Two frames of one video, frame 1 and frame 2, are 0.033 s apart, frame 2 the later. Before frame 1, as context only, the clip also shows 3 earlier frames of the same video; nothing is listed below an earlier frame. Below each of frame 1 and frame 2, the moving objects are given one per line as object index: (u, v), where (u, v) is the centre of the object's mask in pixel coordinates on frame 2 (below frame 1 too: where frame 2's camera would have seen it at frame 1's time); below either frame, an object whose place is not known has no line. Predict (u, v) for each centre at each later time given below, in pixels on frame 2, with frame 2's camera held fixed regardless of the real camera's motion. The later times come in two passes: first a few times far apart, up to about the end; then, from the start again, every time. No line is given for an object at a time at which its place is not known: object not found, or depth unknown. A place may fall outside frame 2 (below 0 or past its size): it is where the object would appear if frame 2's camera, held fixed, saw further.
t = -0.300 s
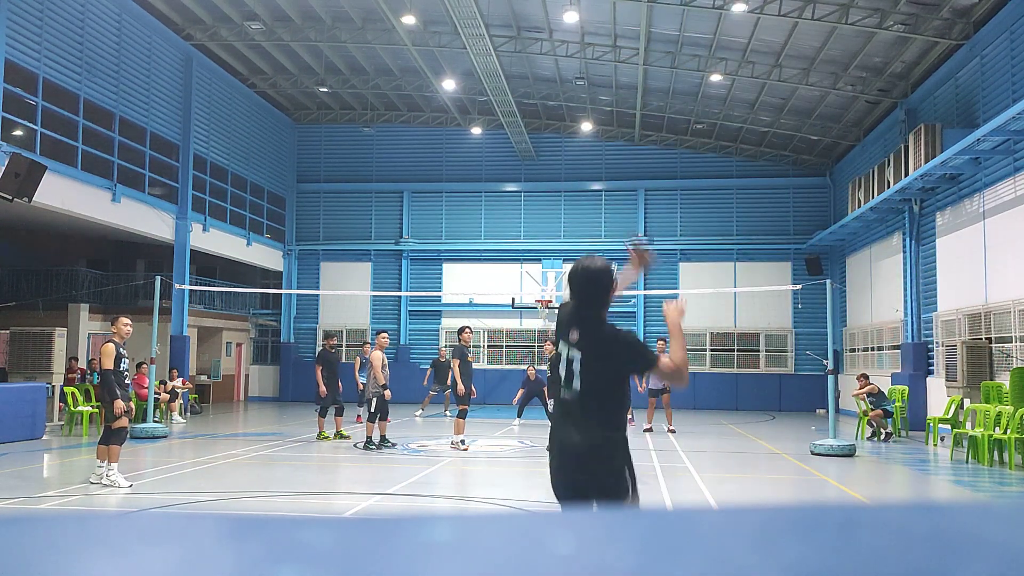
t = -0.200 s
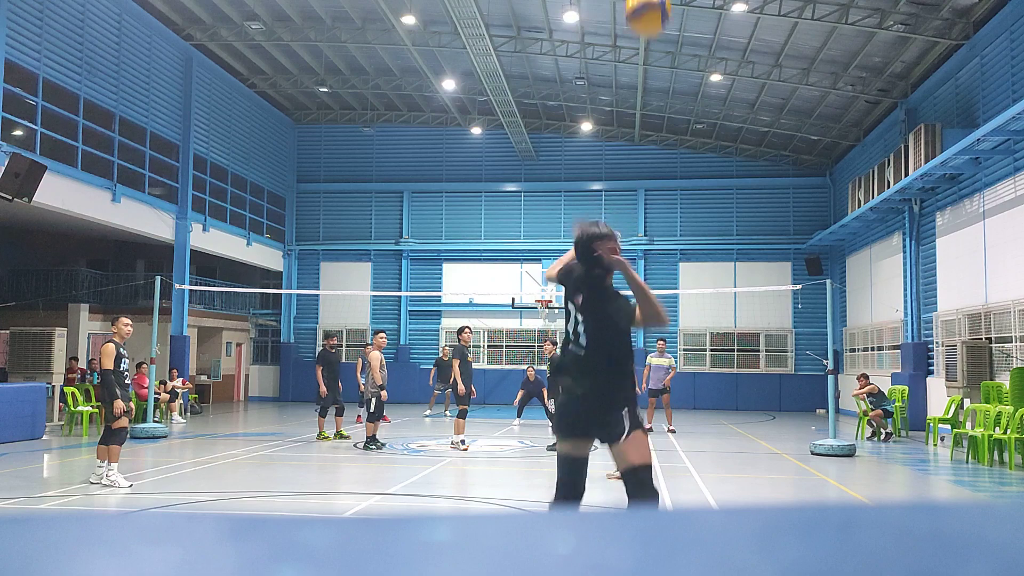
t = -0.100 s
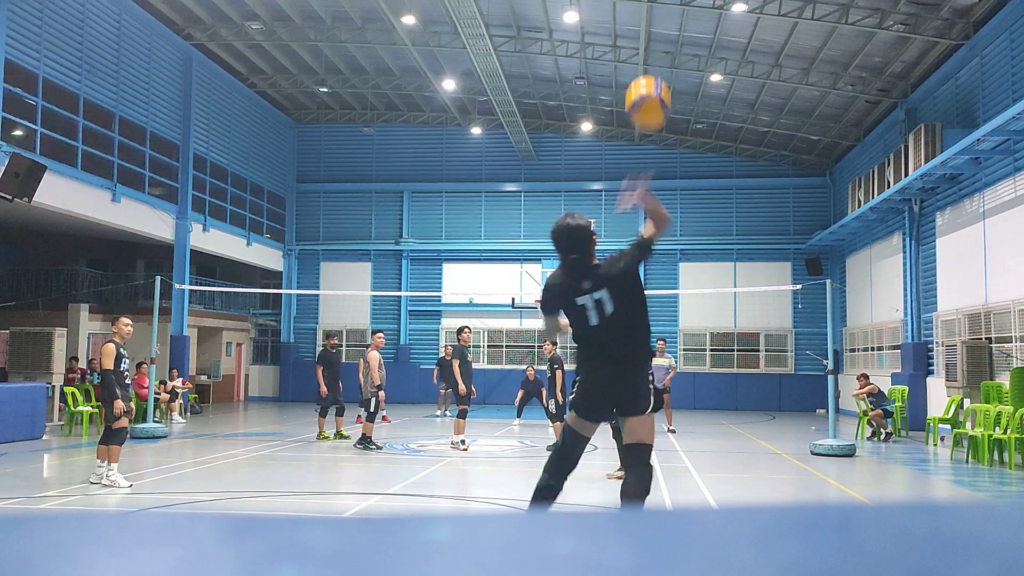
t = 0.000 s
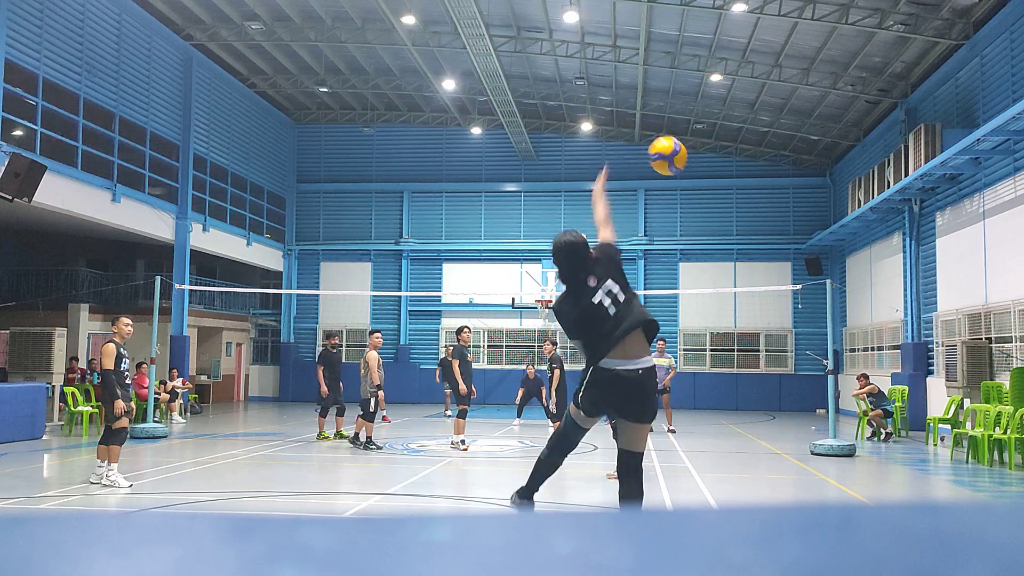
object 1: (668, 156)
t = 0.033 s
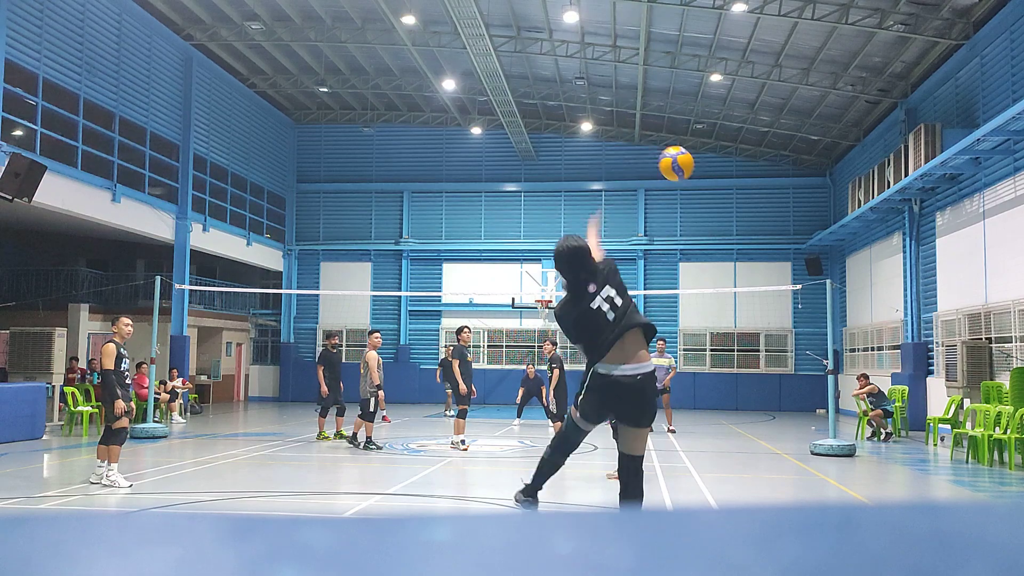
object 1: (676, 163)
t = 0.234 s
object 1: (712, 217)
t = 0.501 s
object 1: (743, 292)
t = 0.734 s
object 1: (755, 331)
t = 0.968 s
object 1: (737, 366)
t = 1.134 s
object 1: (721, 422)
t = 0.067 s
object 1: (683, 172)
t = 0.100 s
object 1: (690, 181)
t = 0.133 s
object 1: (696, 189)
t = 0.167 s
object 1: (702, 199)
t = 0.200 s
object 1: (707, 208)
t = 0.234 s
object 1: (712, 217)
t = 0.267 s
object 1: (716, 227)
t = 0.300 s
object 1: (720, 236)
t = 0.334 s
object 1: (724, 245)
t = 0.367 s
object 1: (728, 254)
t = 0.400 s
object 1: (733, 264)
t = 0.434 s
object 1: (736, 273)
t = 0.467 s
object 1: (739, 282)
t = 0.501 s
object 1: (743, 292)
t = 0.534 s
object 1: (746, 302)
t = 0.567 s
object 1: (750, 312)
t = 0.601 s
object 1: (753, 322)
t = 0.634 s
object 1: (756, 325)
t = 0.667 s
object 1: (757, 327)
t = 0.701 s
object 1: (757, 329)
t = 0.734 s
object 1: (755, 331)
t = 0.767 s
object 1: (752, 334)
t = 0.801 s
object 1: (750, 337)
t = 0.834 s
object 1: (747, 340)
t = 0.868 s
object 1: (746, 345)
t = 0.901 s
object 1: (743, 351)
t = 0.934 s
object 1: (740, 358)
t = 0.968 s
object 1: (737, 366)
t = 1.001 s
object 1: (733, 376)
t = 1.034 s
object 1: (730, 385)
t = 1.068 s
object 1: (727, 397)
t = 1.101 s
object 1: (724, 409)
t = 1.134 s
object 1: (721, 422)
